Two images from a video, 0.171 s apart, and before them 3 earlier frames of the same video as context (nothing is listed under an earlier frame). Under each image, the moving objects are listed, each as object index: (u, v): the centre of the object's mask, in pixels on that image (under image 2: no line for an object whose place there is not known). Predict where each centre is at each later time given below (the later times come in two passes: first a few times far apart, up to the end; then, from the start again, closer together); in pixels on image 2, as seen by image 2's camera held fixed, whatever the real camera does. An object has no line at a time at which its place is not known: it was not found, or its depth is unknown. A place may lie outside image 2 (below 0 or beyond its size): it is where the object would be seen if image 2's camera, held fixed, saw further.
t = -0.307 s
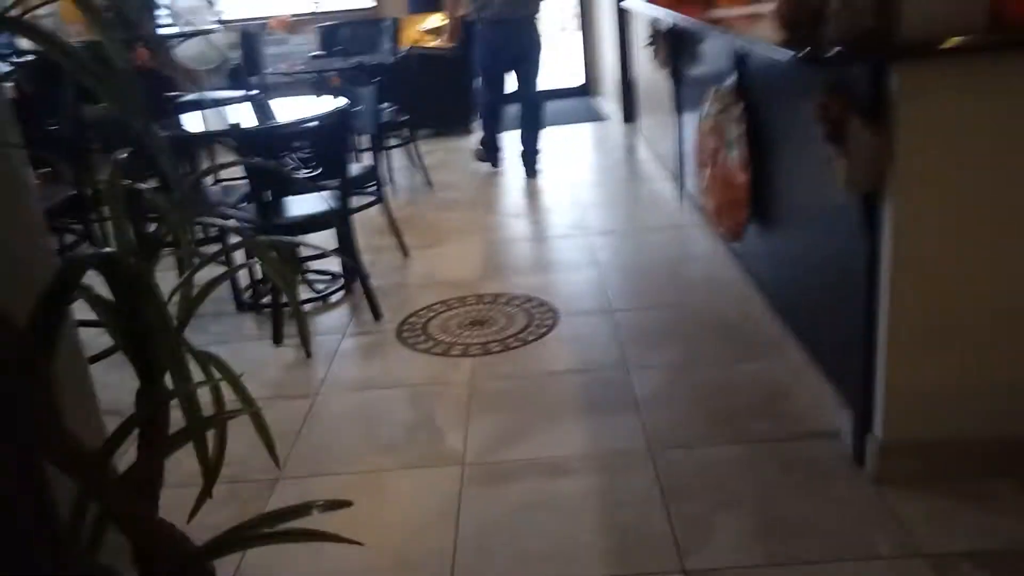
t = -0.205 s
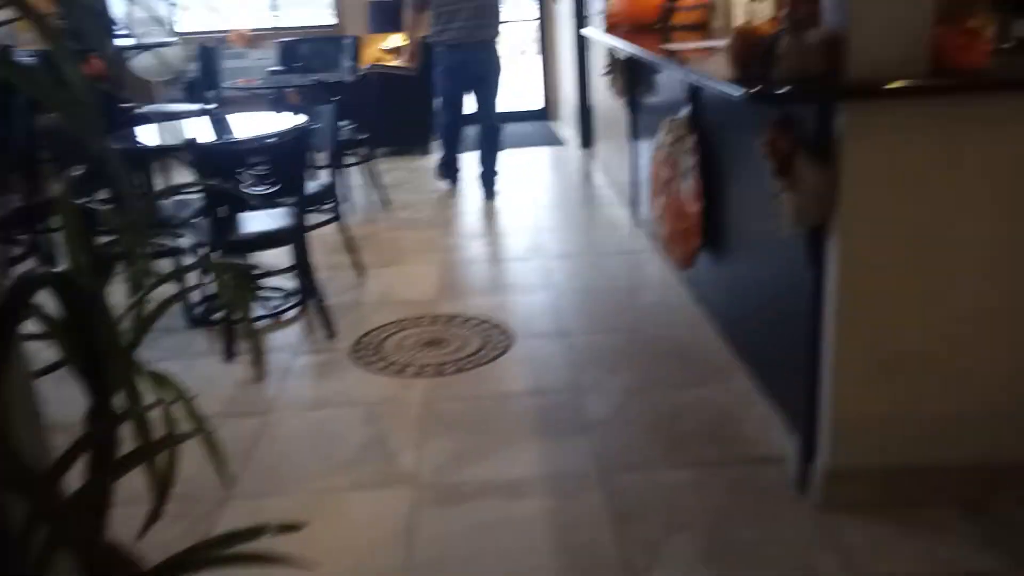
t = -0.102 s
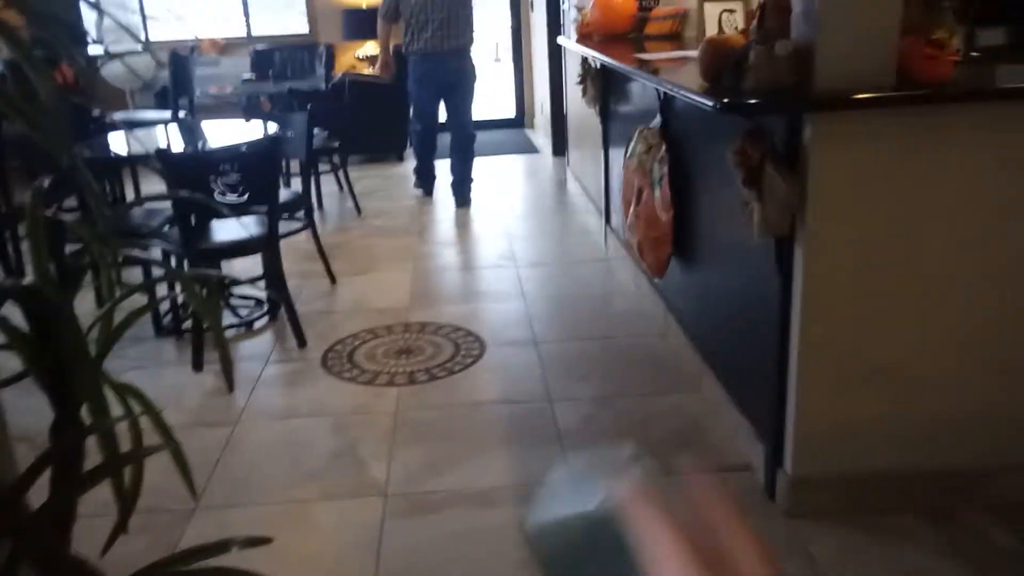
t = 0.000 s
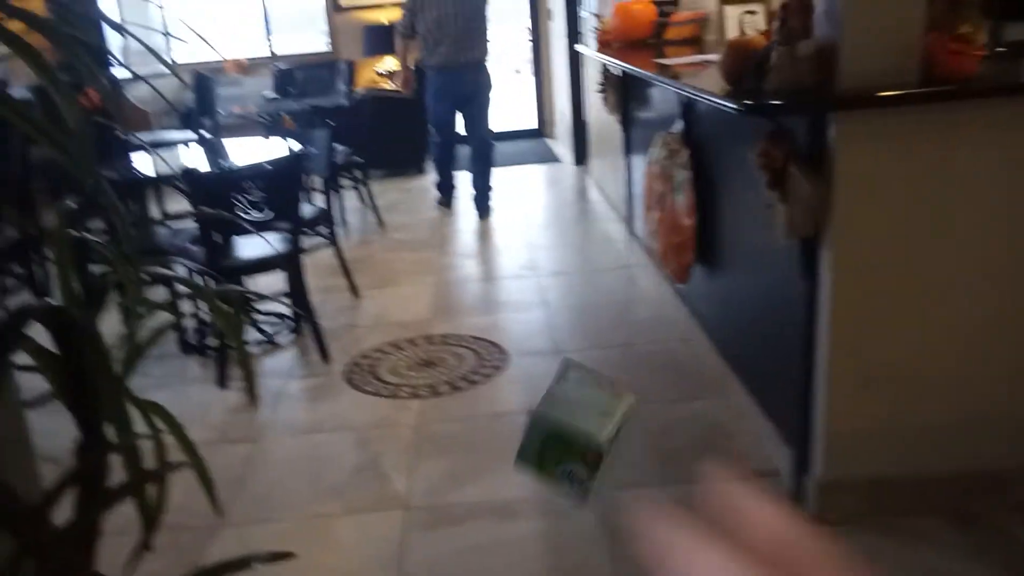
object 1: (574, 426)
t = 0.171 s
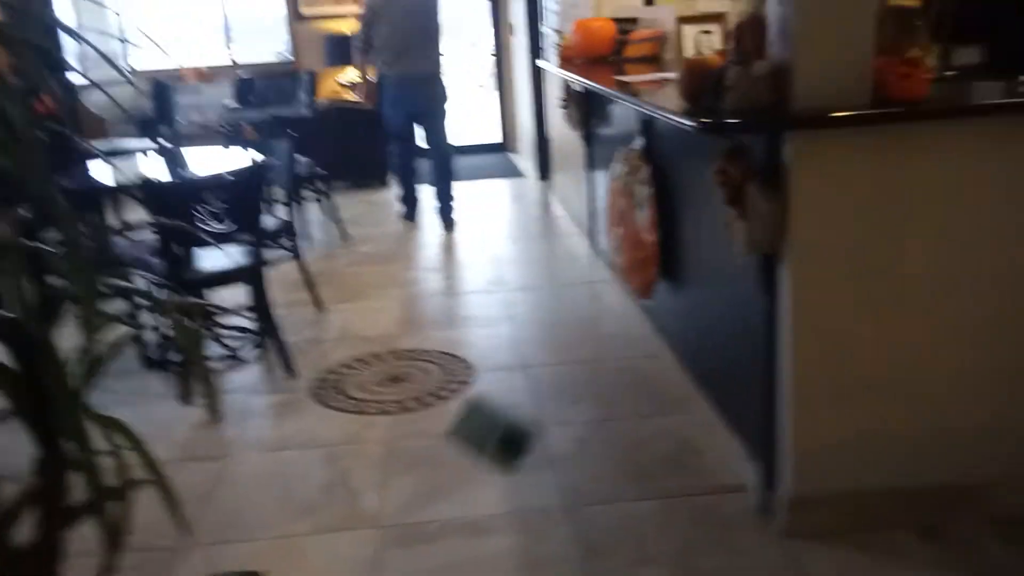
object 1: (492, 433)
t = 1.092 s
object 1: (406, 375)
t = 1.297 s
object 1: (404, 377)
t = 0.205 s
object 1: (486, 444)
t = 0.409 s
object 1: (460, 437)
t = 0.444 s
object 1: (457, 428)
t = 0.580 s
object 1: (445, 405)
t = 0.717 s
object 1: (429, 388)
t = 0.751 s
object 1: (427, 383)
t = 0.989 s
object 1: (412, 376)
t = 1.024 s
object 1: (409, 378)
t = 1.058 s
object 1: (407, 376)
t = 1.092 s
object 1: (406, 375)
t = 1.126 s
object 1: (405, 375)
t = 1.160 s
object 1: (403, 375)
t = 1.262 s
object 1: (404, 377)
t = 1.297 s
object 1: (404, 377)
